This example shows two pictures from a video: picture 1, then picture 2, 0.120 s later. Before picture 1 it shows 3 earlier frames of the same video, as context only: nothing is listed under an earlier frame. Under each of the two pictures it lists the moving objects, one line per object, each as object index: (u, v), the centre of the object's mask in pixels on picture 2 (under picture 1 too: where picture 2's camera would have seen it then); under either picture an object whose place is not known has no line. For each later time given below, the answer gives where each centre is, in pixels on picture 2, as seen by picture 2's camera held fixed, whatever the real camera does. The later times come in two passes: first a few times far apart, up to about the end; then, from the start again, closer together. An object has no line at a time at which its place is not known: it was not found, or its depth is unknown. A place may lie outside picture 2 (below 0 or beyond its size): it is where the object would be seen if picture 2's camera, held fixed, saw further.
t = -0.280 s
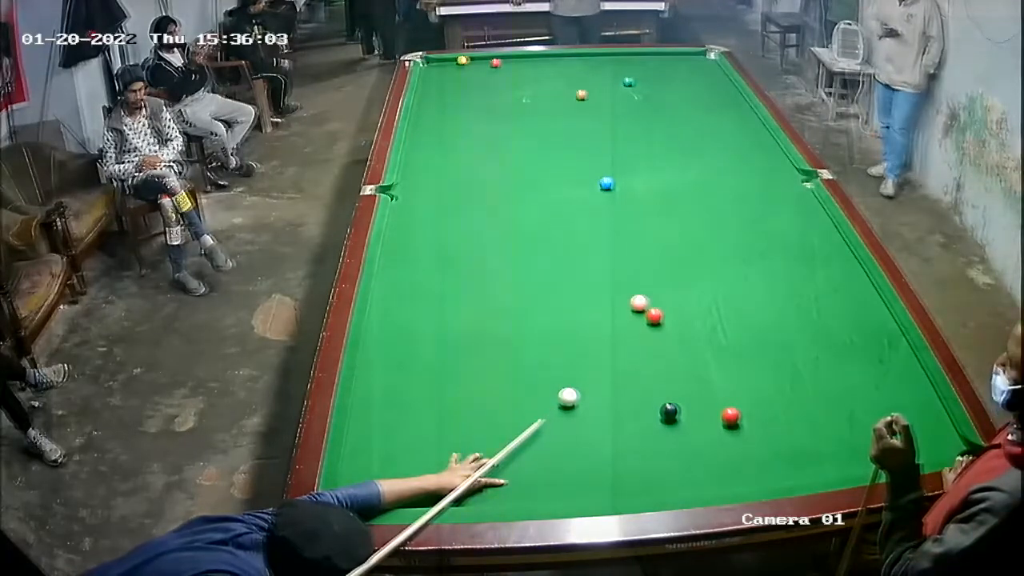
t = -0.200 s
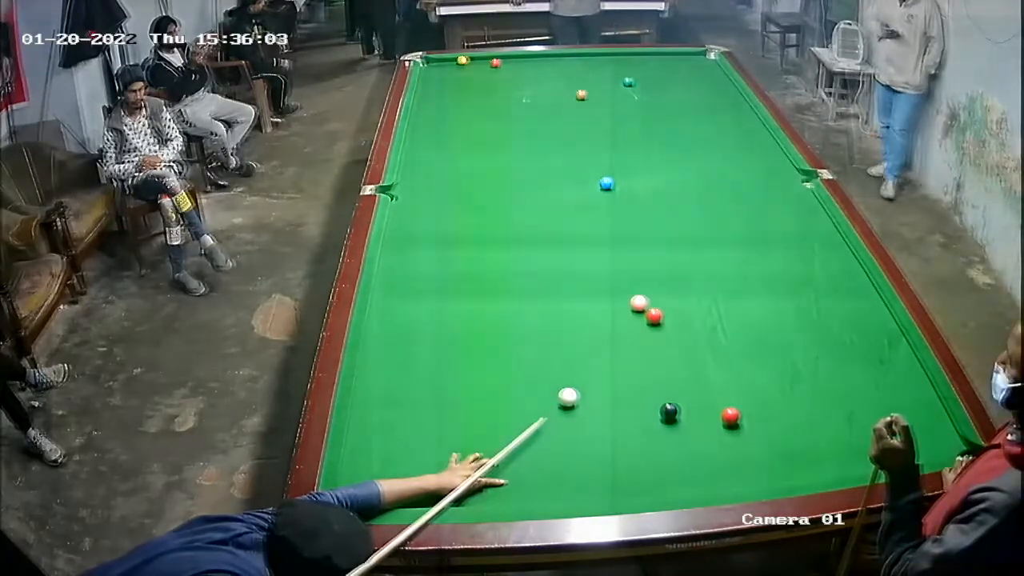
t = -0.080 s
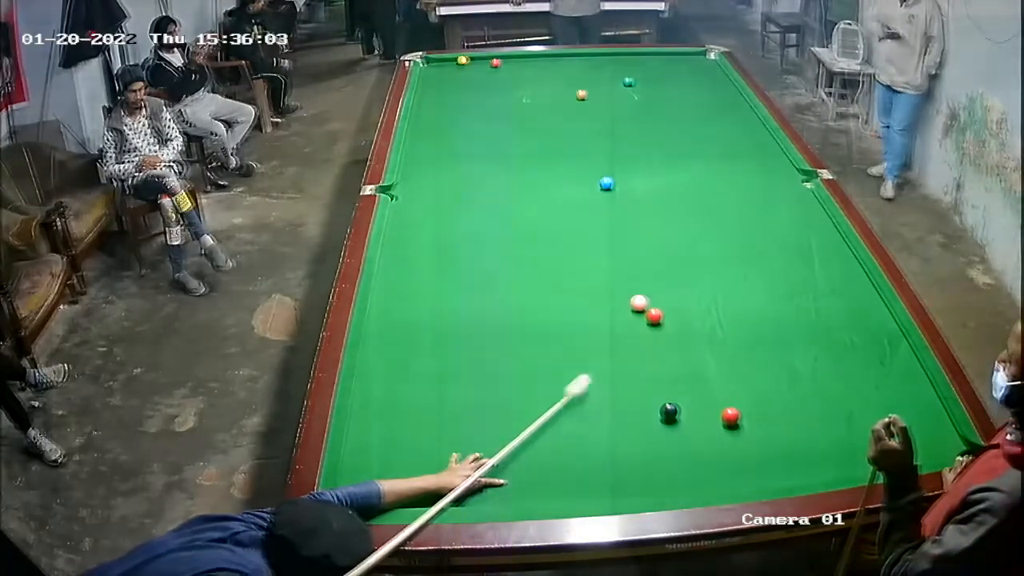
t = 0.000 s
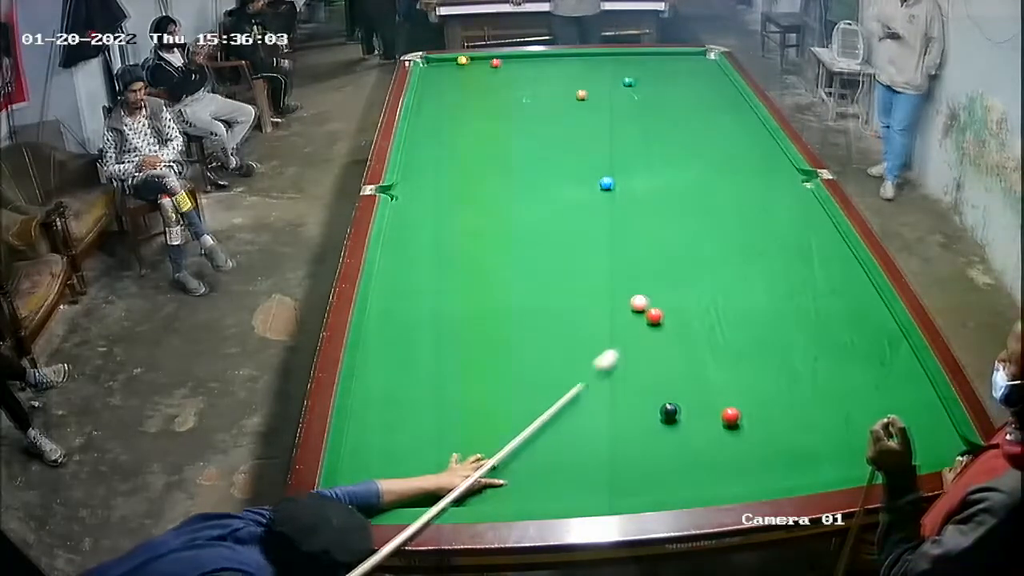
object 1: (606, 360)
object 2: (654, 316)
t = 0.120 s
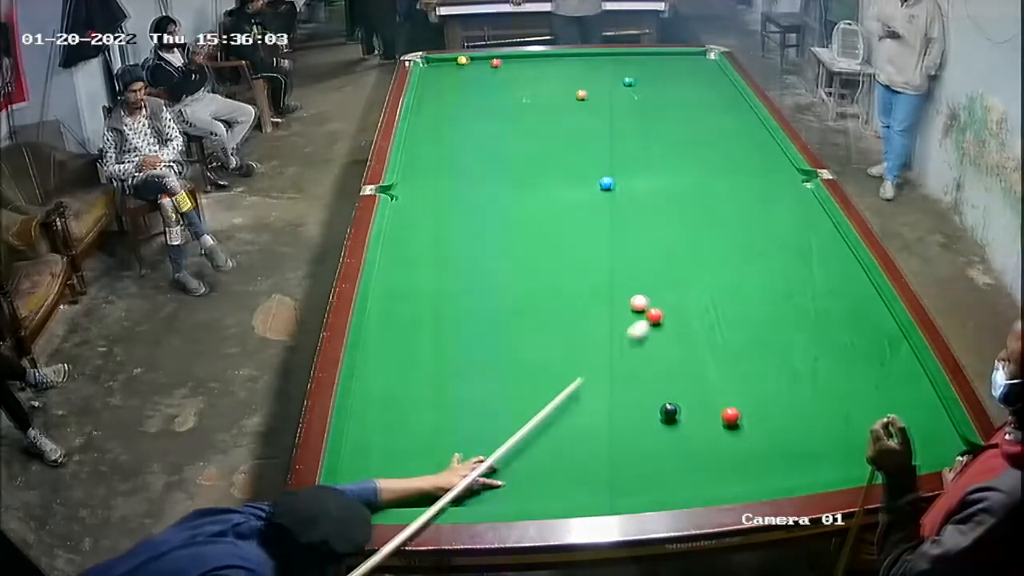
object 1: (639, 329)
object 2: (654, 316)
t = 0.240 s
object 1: (647, 321)
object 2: (671, 300)
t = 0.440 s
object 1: (656, 309)
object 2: (698, 275)
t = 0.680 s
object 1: (667, 297)
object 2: (727, 249)
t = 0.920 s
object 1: (677, 286)
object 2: (751, 226)
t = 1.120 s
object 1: (684, 279)
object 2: (769, 210)
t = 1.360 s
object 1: (692, 270)
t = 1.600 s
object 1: (699, 264)
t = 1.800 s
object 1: (704, 260)
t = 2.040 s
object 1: (709, 255)
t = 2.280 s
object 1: (712, 251)
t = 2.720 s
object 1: (718, 247)
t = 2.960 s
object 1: (720, 245)
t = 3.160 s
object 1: (721, 245)
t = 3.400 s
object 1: (722, 245)
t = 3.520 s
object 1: (722, 245)
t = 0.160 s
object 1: (645, 323)
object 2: (657, 313)
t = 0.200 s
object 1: (646, 322)
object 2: (664, 307)
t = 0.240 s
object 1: (647, 321)
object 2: (671, 300)
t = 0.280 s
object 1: (649, 319)
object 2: (677, 295)
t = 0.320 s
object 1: (651, 316)
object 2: (683, 290)
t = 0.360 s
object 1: (653, 314)
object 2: (688, 285)
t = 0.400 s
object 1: (655, 312)
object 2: (694, 280)
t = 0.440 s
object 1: (656, 309)
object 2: (698, 275)
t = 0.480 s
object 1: (658, 307)
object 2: (704, 270)
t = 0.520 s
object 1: (660, 305)
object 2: (709, 266)
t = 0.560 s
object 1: (662, 303)
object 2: (713, 262)
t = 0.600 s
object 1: (664, 301)
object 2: (719, 257)
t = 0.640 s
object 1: (666, 299)
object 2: (723, 253)
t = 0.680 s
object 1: (667, 297)
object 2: (727, 249)
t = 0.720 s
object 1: (669, 295)
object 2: (732, 245)
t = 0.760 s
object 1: (671, 293)
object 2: (735, 241)
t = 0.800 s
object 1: (673, 291)
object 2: (740, 237)
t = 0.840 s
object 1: (674, 290)
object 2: (743, 234)
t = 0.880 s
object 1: (676, 288)
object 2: (747, 230)
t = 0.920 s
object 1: (677, 286)
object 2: (751, 226)
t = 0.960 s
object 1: (679, 285)
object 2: (755, 223)
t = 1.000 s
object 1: (680, 283)
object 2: (759, 220)
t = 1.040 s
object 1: (682, 282)
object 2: (763, 216)
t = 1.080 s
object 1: (683, 280)
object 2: (766, 213)
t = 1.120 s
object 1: (684, 279)
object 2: (769, 210)
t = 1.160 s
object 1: (686, 277)
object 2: (773, 207)
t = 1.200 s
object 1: (687, 276)
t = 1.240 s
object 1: (688, 275)
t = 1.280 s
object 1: (689, 273)
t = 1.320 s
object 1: (691, 272)
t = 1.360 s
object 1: (692, 270)
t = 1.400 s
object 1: (693, 270)
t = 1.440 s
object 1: (694, 269)
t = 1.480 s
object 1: (696, 267)
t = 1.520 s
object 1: (697, 266)
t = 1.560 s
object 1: (698, 265)
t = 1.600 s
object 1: (699, 264)
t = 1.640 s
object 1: (700, 264)
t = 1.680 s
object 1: (699, 262)
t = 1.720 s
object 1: (702, 261)
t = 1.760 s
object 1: (703, 260)
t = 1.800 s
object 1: (704, 260)
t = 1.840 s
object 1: (704, 259)
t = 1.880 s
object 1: (706, 258)
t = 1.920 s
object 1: (706, 257)
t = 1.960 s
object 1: (707, 256)
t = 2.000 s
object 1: (708, 256)
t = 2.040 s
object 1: (709, 255)
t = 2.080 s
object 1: (709, 254)
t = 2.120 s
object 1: (710, 254)
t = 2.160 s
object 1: (710, 253)
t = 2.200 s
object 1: (711, 252)
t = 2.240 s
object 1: (712, 252)
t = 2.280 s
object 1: (712, 251)
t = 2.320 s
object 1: (713, 251)
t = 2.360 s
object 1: (717, 251)
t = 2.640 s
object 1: (717, 247)
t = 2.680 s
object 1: (718, 247)
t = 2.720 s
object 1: (718, 247)
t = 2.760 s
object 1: (719, 246)
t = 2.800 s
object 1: (719, 246)
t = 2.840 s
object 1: (720, 246)
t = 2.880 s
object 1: (720, 245)
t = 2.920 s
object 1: (720, 245)
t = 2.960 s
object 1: (720, 245)
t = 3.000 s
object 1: (721, 245)
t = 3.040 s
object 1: (721, 245)
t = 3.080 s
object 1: (721, 245)
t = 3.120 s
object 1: (721, 245)
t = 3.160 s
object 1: (721, 245)
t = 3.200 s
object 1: (722, 245)
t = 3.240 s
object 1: (722, 245)
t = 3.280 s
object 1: (722, 245)
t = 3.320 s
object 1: (722, 245)
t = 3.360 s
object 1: (722, 245)
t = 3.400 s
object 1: (722, 245)
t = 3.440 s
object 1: (722, 245)
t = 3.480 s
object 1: (722, 244)
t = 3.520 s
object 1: (722, 245)
